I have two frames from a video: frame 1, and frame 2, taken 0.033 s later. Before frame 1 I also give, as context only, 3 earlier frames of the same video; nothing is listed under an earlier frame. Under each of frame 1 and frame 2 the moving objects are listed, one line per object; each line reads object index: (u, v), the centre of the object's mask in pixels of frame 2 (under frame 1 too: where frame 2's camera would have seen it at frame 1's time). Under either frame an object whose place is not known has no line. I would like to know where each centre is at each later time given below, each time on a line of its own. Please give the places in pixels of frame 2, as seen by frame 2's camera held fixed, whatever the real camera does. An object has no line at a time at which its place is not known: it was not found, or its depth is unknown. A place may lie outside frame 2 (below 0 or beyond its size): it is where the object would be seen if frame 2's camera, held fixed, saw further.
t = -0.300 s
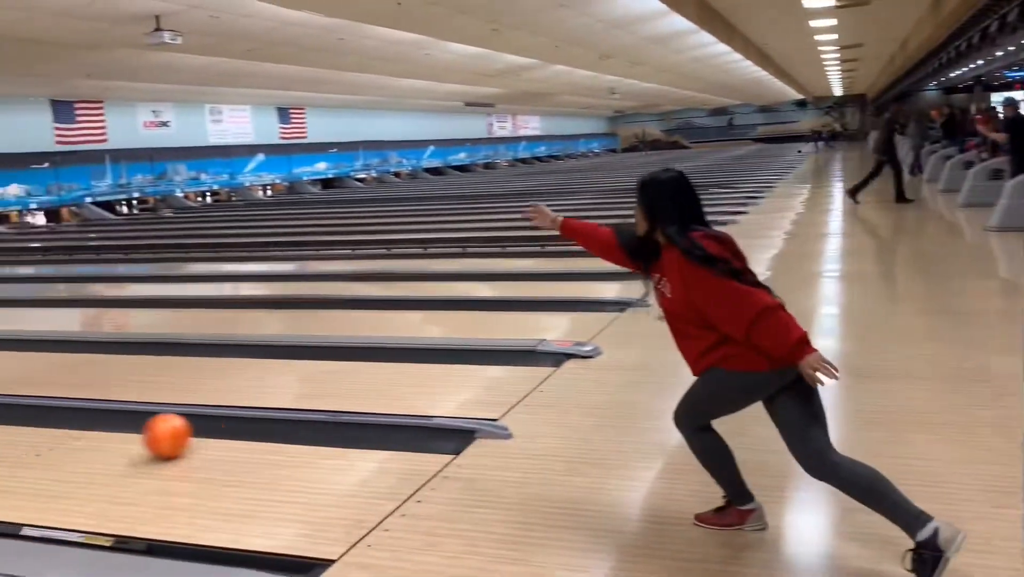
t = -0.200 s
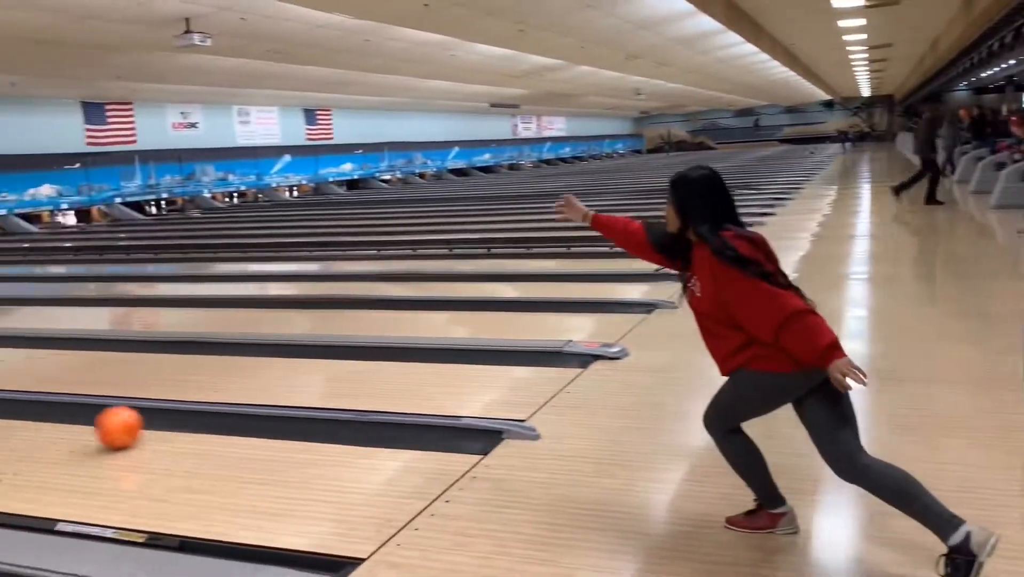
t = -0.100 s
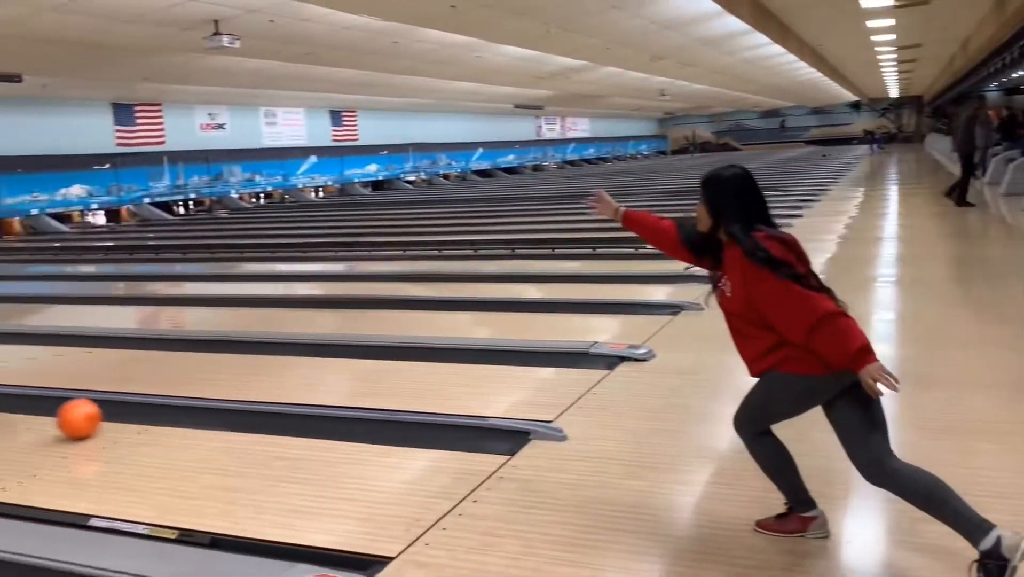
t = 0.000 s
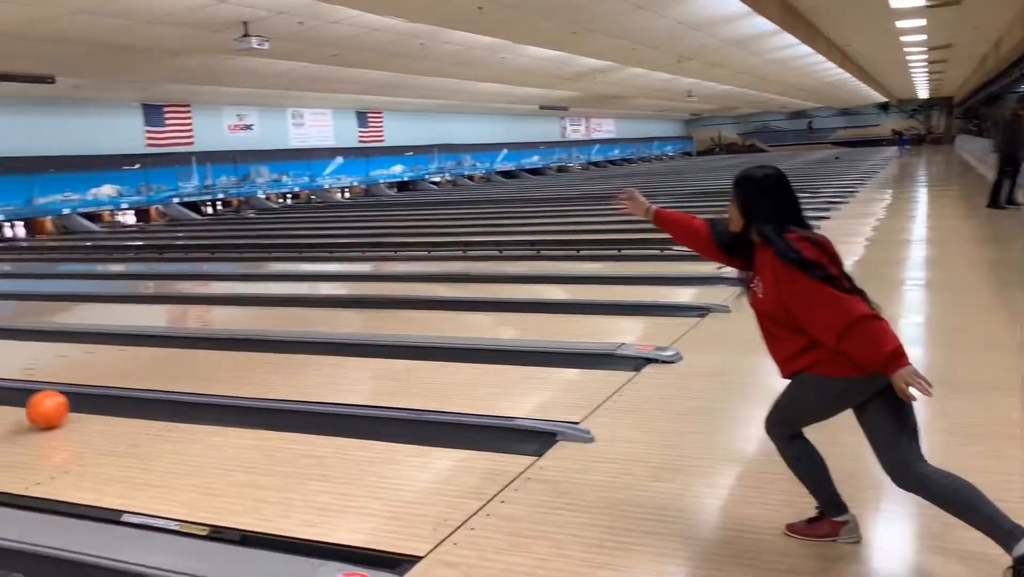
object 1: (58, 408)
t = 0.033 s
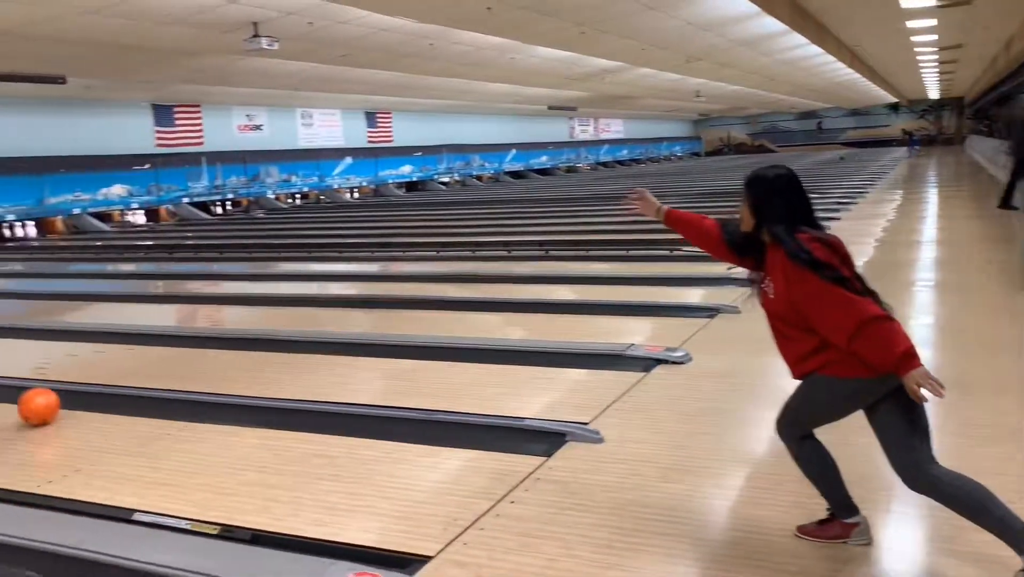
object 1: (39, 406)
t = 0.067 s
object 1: (20, 404)
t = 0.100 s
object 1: (1, 402)
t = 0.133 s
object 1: (-16, 400)
